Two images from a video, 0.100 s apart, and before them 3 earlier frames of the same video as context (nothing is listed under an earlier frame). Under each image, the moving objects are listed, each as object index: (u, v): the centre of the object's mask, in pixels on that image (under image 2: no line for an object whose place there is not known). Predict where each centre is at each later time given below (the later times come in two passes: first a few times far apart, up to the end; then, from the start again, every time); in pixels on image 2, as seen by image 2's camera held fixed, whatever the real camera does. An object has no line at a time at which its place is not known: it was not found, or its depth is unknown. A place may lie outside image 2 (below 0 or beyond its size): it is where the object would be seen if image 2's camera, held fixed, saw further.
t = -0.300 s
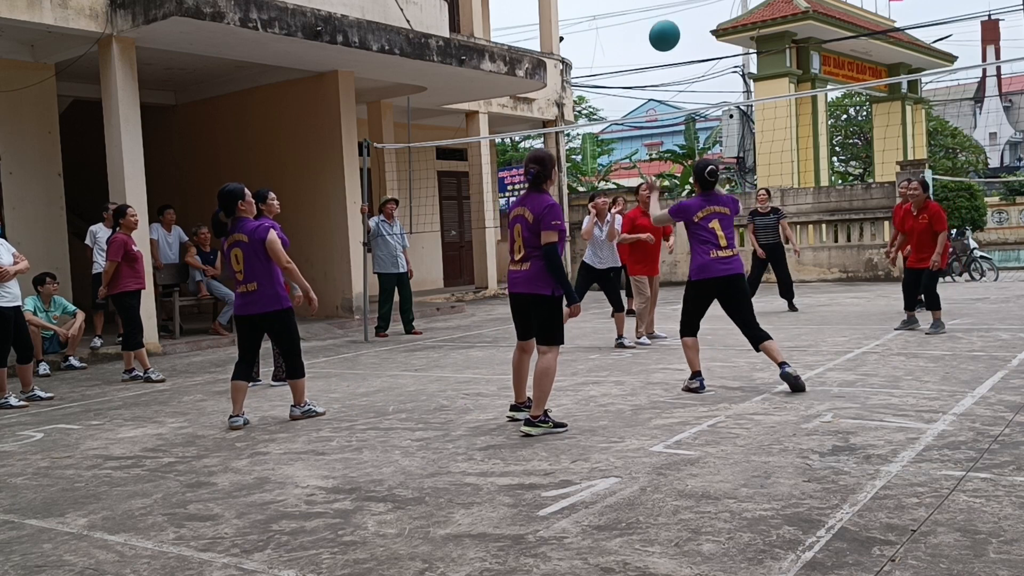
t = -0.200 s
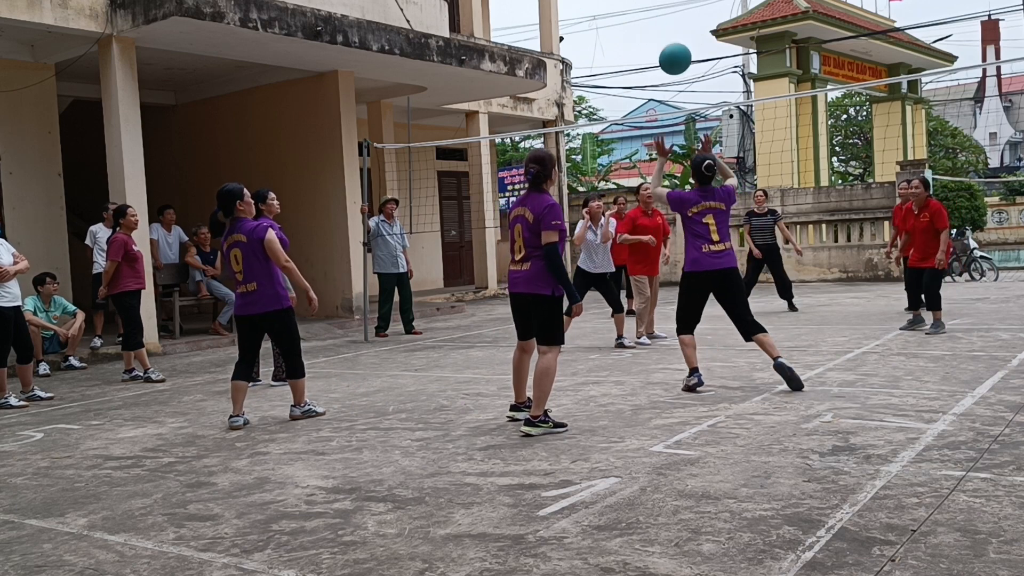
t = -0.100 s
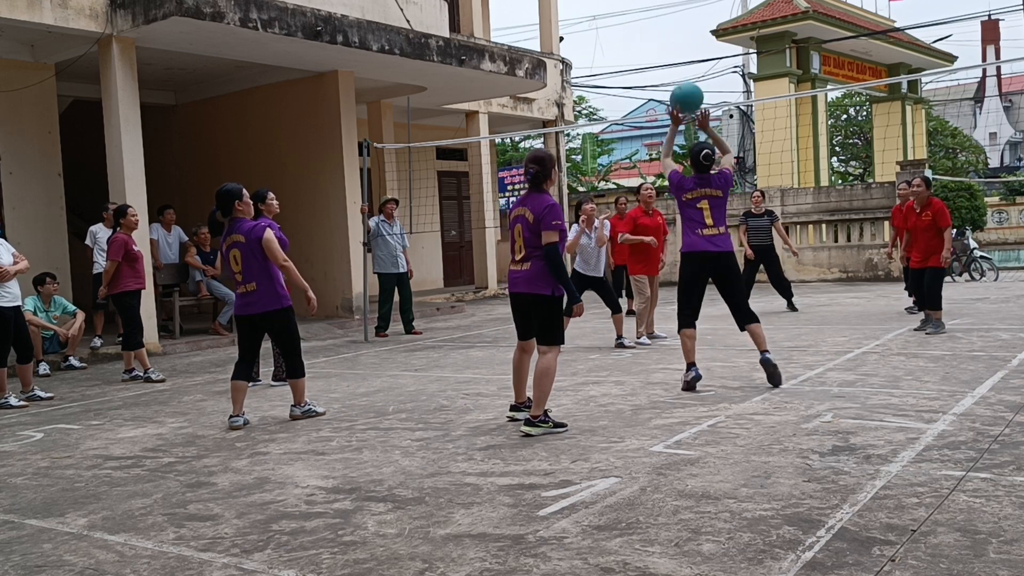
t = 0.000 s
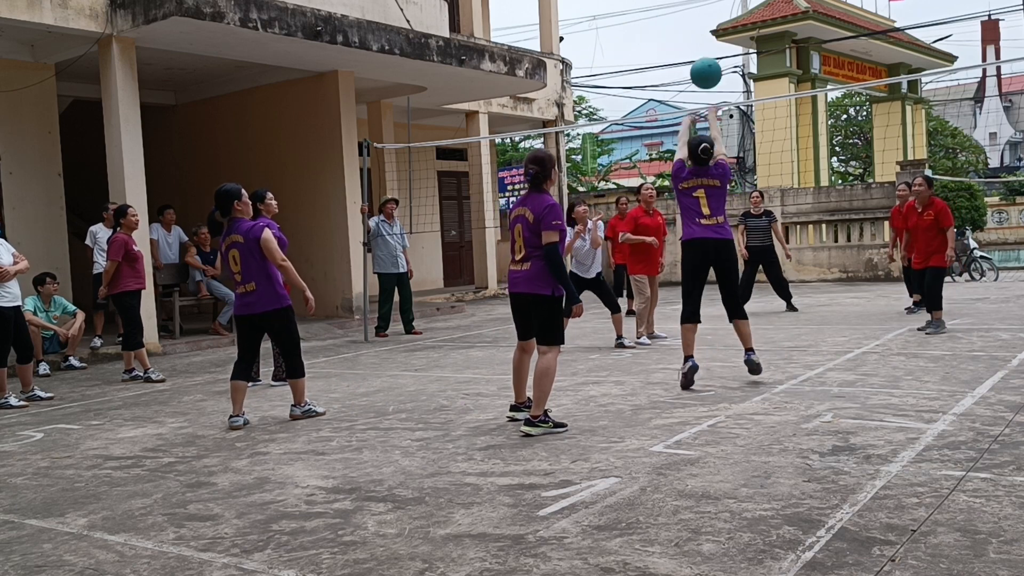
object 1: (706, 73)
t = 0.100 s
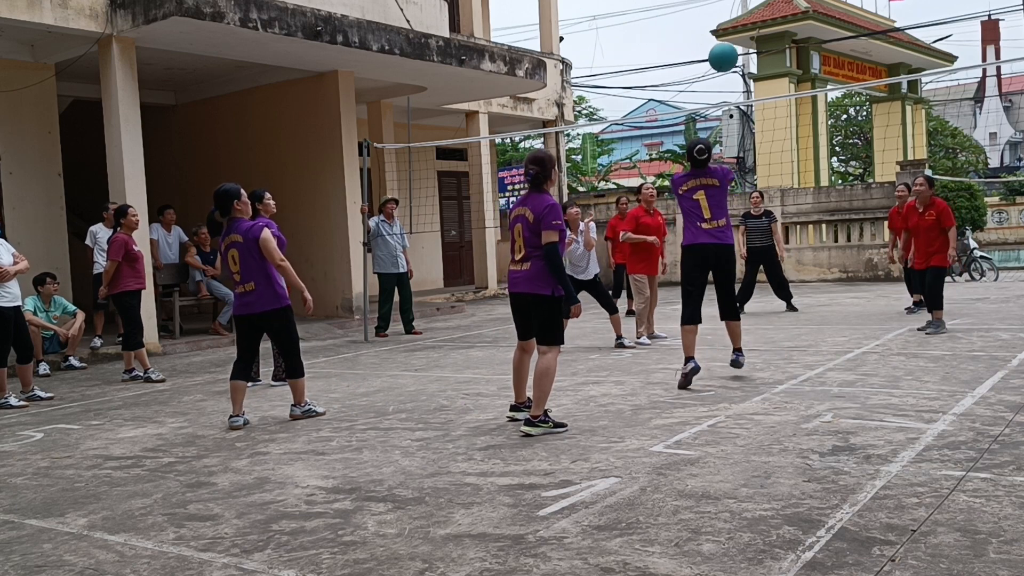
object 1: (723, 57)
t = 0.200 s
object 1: (738, 58)
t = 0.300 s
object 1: (751, 69)
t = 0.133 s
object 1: (728, 55)
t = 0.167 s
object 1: (733, 56)
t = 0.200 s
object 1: (738, 58)
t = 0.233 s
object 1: (742, 60)
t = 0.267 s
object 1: (747, 64)
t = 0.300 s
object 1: (751, 69)
